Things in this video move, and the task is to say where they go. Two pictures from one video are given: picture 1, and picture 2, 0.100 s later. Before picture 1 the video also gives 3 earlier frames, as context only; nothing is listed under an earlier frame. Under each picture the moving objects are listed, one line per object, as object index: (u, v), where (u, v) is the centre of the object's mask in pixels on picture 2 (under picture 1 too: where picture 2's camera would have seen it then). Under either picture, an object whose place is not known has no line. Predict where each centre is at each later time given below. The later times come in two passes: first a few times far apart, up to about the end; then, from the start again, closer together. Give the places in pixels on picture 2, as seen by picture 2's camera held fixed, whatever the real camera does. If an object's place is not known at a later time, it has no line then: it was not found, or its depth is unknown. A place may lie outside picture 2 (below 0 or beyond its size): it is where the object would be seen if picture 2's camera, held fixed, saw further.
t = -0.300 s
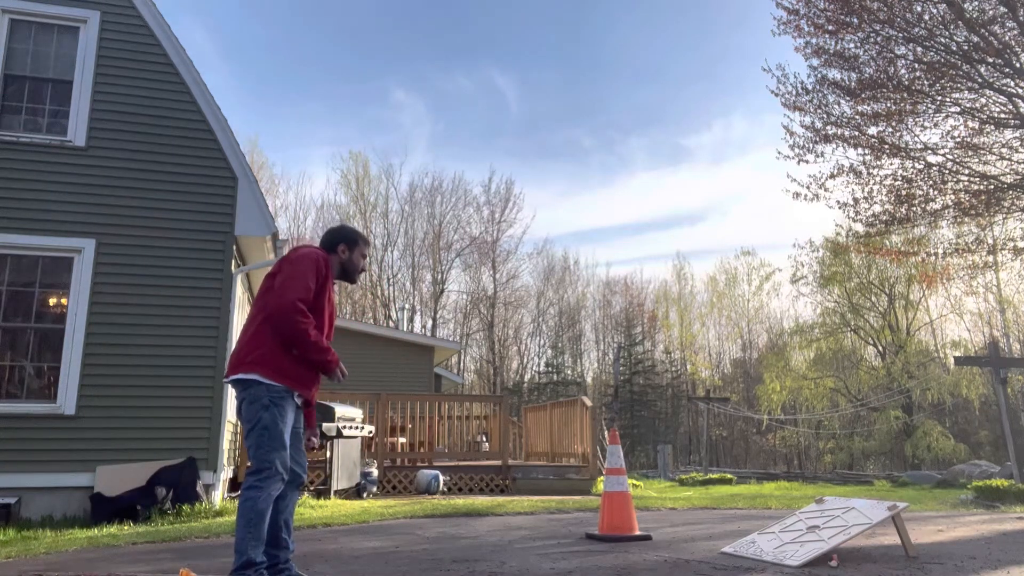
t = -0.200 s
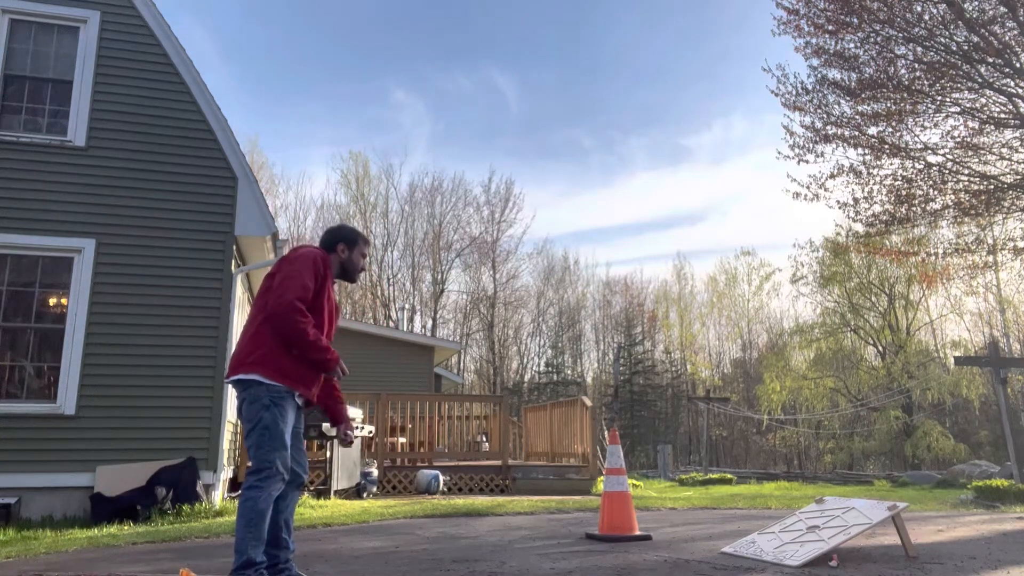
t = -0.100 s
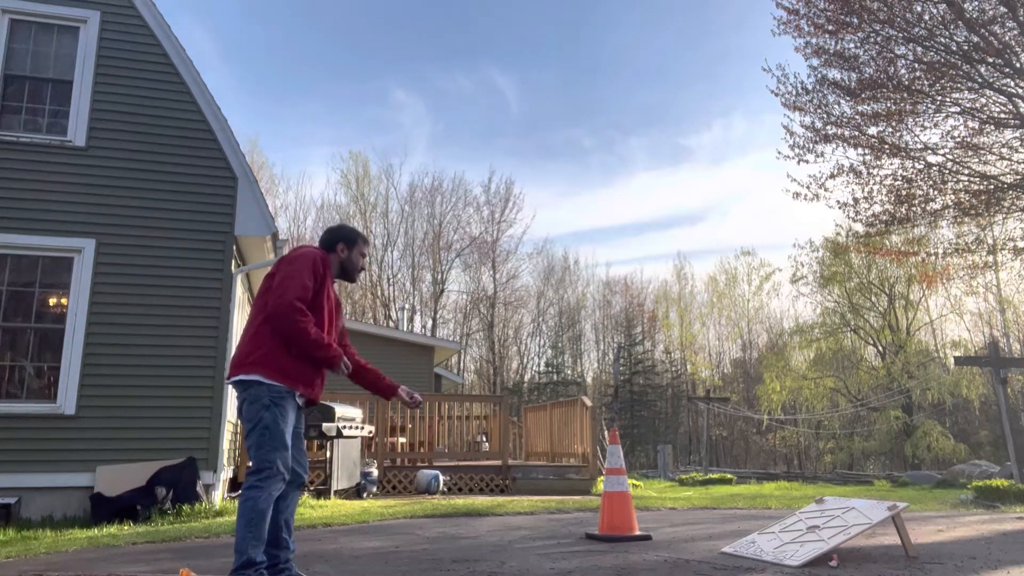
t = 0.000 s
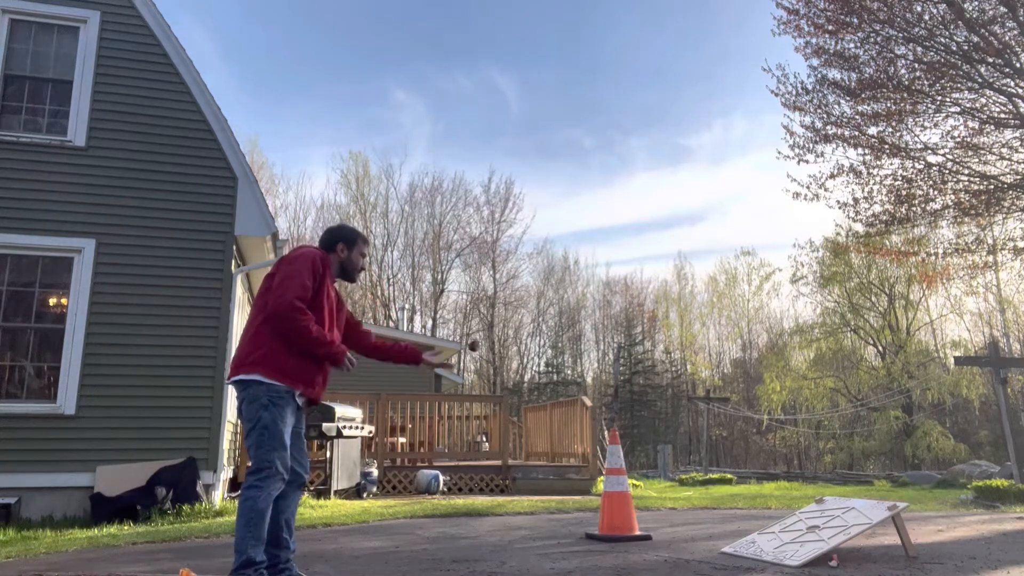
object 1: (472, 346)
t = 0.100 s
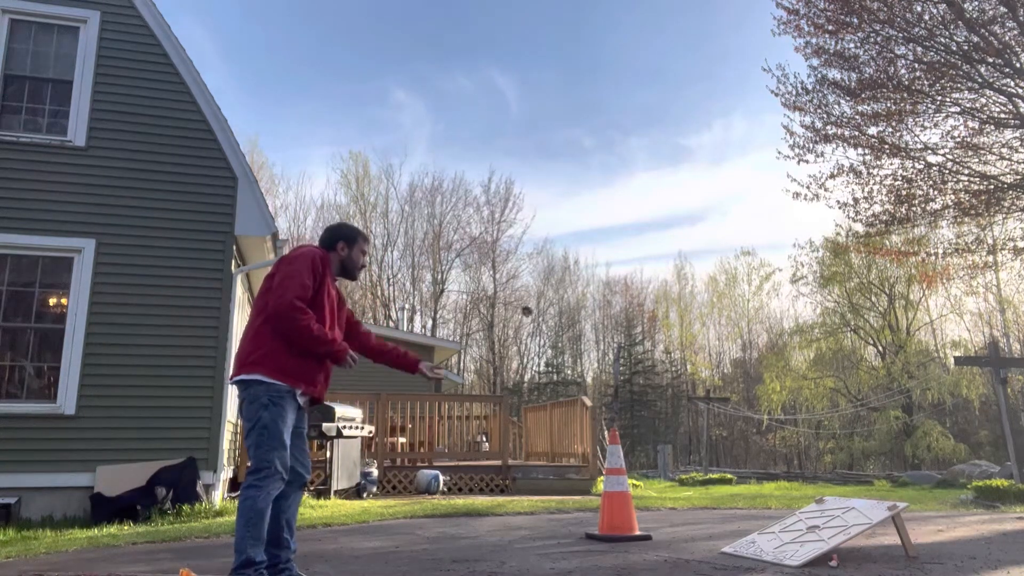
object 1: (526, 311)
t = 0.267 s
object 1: (605, 296)
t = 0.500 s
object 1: (712, 365)
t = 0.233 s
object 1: (591, 297)
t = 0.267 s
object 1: (605, 296)
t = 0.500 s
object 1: (712, 365)
